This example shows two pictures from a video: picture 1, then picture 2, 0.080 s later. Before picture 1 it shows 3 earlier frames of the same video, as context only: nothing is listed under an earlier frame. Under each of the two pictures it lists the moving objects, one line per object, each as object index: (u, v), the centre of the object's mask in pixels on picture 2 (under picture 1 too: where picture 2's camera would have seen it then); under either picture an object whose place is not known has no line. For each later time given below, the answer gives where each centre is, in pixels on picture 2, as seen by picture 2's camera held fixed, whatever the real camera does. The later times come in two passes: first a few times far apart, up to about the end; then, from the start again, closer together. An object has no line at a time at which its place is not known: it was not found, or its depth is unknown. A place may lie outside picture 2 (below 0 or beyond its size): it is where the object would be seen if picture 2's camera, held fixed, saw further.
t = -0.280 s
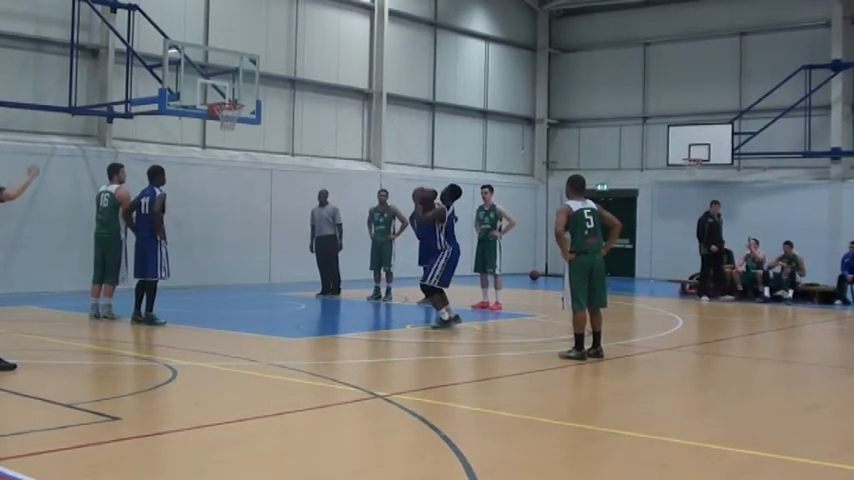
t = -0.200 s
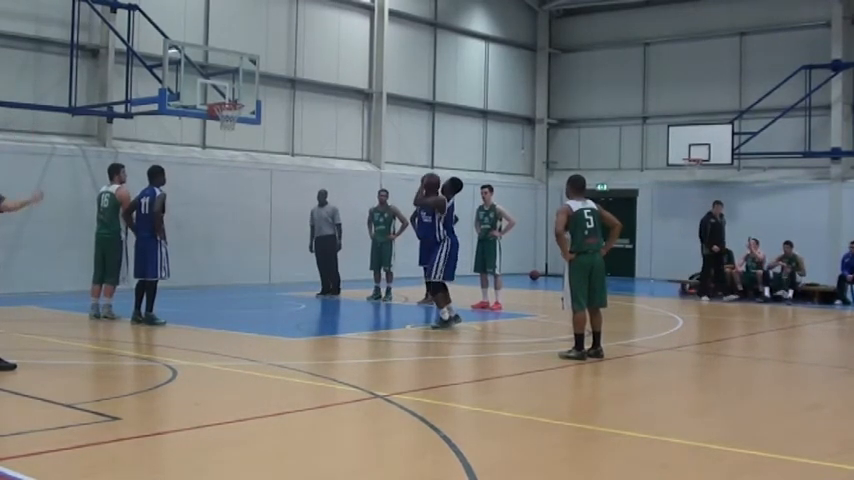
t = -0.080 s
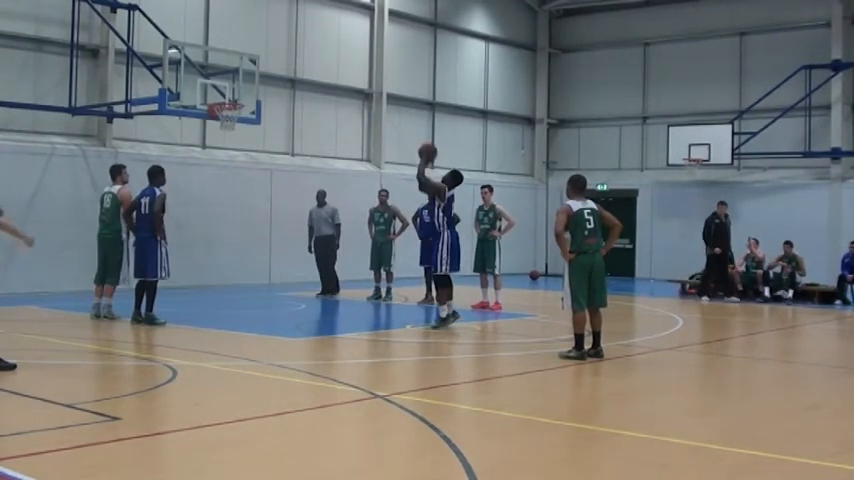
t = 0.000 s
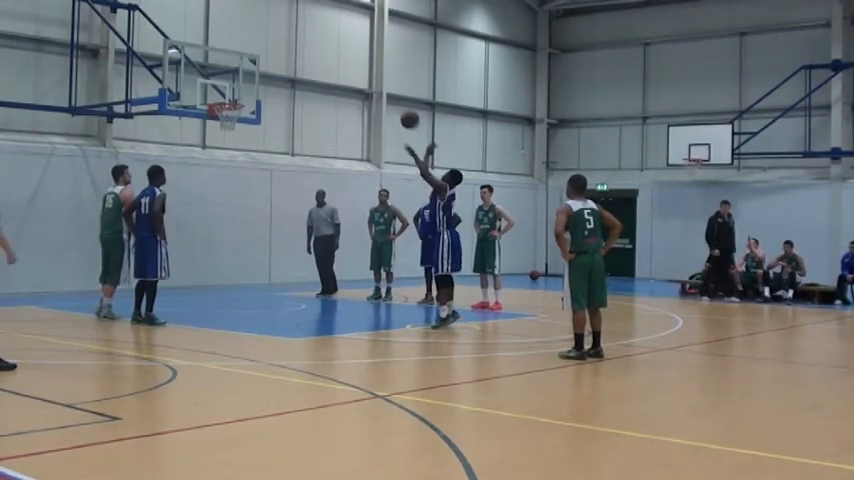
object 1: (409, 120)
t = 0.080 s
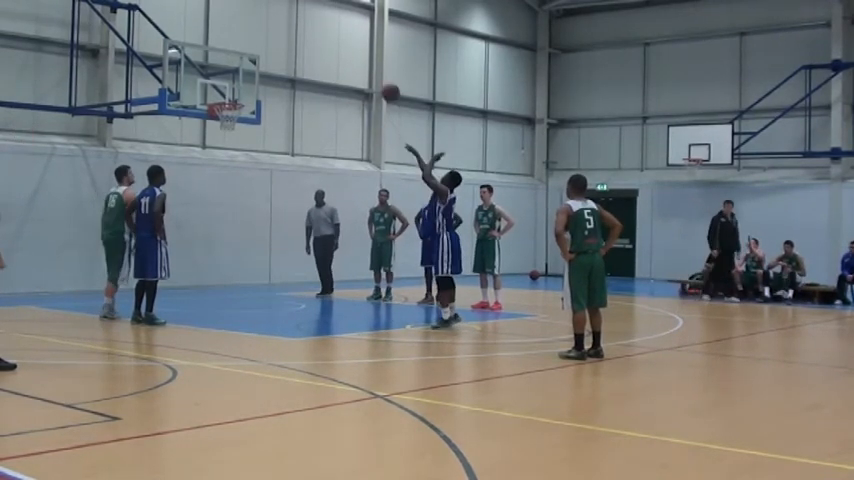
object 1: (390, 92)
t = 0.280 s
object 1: (346, 49)
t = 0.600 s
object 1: (281, 44)
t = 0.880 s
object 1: (231, 94)
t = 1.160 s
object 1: (232, 114)
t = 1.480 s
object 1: (226, 131)
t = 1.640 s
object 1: (227, 152)
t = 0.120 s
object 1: (381, 81)
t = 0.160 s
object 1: (372, 71)
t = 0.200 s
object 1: (362, 62)
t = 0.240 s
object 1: (354, 55)
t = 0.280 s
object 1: (346, 49)
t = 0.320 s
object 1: (337, 44)
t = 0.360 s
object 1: (329, 41)
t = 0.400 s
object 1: (320, 38)
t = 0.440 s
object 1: (312, 37)
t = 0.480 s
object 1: (304, 37)
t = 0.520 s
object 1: (296, 39)
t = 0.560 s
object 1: (289, 41)
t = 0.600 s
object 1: (281, 44)
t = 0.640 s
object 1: (273, 48)
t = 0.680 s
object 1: (266, 53)
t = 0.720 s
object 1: (258, 59)
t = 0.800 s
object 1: (245, 75)
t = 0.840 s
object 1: (237, 84)
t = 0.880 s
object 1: (231, 94)
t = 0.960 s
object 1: (228, 115)
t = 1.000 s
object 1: (231, 120)
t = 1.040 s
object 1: (232, 118)
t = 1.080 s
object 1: (232, 116)
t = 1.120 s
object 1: (232, 114)
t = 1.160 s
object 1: (232, 114)
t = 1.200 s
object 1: (230, 114)
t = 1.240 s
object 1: (230, 114)
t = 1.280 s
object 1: (230, 115)
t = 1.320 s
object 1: (229, 117)
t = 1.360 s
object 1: (227, 118)
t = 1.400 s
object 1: (226, 122)
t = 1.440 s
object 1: (226, 123)
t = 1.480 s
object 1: (226, 131)
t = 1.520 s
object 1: (226, 134)
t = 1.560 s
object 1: (226, 138)
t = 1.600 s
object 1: (227, 145)
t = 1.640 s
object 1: (227, 152)
